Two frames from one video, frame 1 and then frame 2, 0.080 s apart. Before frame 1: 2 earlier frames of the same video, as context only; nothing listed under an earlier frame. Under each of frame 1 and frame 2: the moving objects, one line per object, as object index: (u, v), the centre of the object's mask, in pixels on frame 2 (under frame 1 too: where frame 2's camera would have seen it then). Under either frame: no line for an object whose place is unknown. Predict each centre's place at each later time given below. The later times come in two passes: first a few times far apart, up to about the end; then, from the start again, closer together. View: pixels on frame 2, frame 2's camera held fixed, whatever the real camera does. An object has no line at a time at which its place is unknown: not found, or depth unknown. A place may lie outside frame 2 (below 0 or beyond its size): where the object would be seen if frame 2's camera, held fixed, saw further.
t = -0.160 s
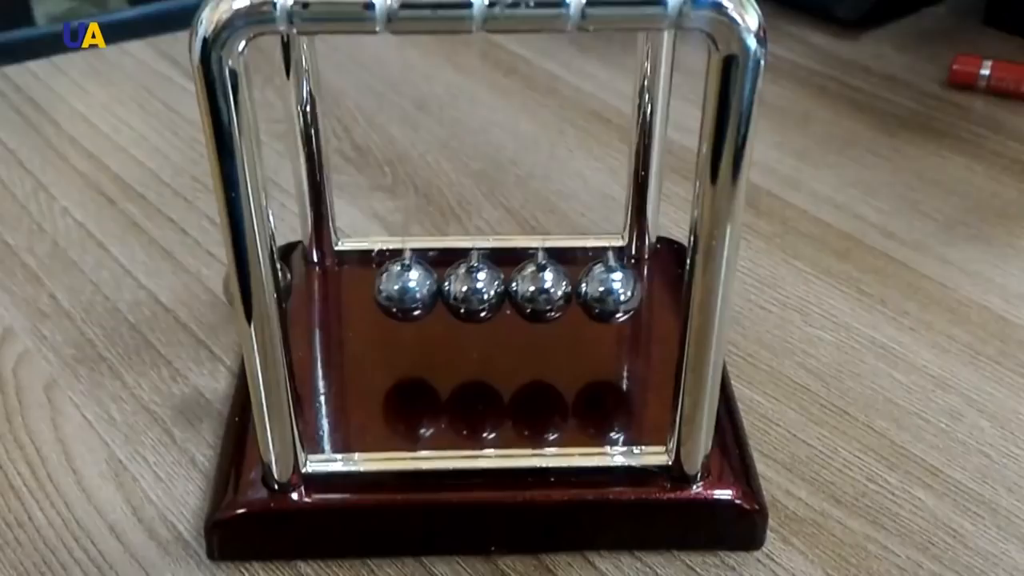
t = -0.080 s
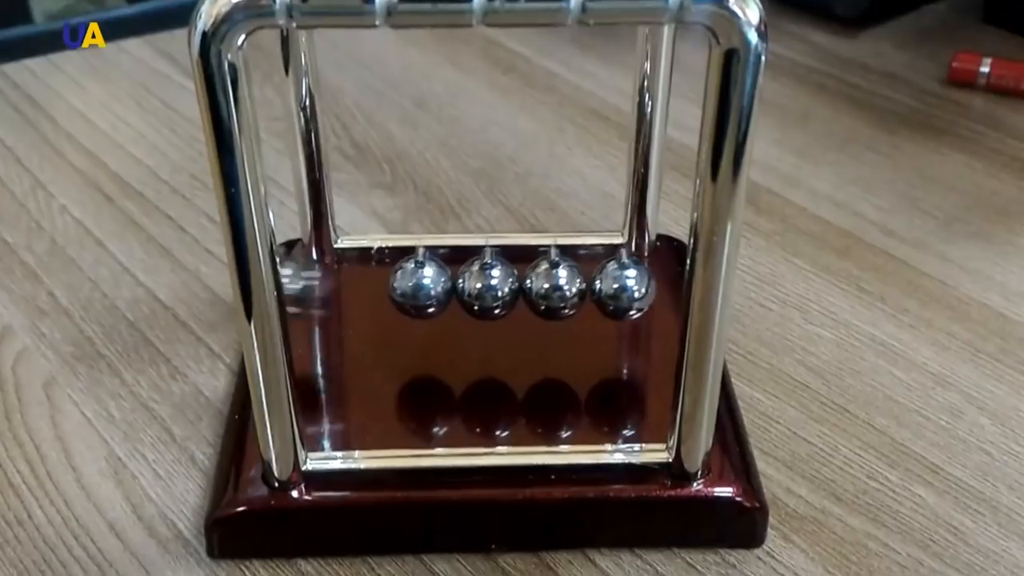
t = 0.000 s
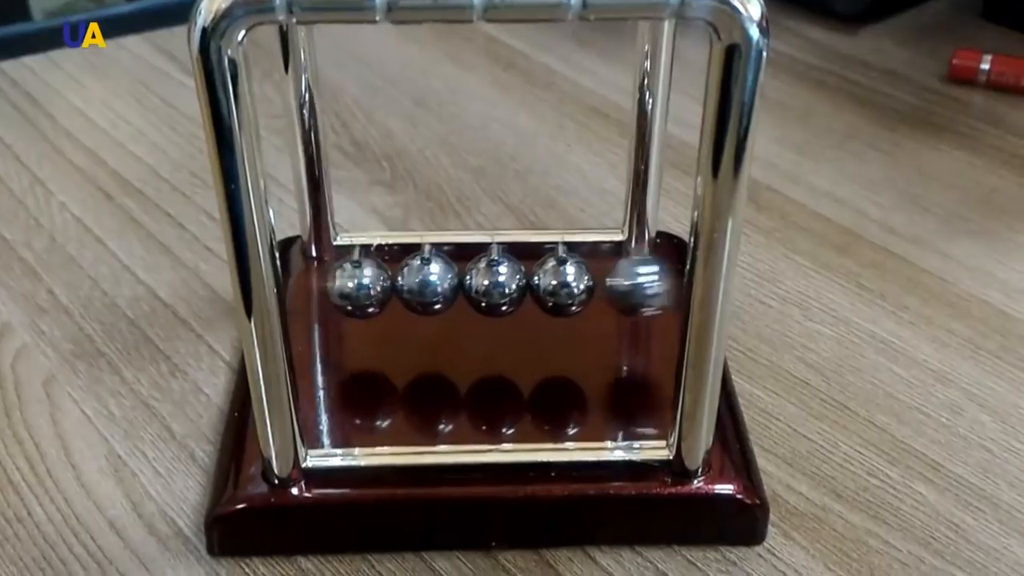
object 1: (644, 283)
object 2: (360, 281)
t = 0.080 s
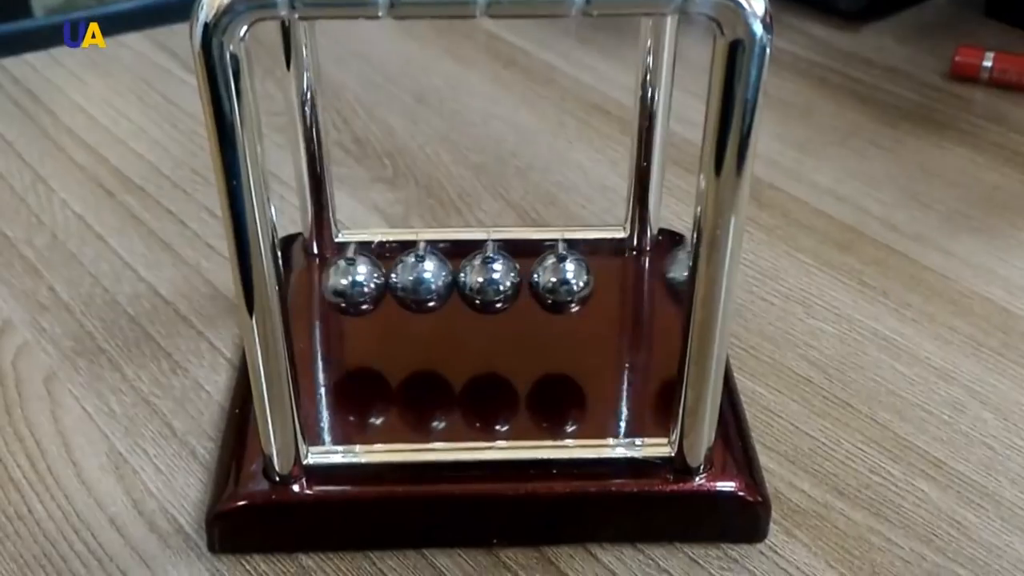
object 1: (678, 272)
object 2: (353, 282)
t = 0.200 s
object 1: (654, 279)
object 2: (333, 282)
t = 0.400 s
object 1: (619, 281)
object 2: (292, 271)
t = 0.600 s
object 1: (678, 268)
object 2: (354, 282)
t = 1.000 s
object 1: (630, 282)
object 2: (336, 282)
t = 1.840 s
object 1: (603, 280)
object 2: (309, 279)
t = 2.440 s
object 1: (616, 281)
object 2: (295, 271)
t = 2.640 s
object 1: (664, 276)
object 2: (356, 281)
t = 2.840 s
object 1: (606, 280)
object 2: (331, 282)
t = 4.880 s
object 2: (331, 282)
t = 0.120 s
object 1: (680, 267)
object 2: (347, 282)
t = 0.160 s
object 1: (670, 273)
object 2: (339, 282)
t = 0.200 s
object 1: (654, 279)
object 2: (333, 282)
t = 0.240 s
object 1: (615, 281)
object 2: (331, 282)
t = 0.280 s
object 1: (601, 281)
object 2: (311, 278)
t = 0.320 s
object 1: (605, 281)
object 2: (296, 270)
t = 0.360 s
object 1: (612, 281)
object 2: (286, 273)
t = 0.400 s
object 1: (619, 281)
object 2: (292, 271)
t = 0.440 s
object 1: (626, 281)
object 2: (301, 273)
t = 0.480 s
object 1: (629, 281)
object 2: (319, 280)
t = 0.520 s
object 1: (644, 281)
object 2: (358, 281)
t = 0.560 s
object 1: (665, 275)
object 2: (359, 281)
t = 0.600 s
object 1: (678, 268)
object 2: (354, 282)
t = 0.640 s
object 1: (678, 271)
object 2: (347, 282)
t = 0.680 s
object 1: (674, 274)
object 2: (339, 282)
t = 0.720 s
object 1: (647, 280)
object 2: (334, 281)
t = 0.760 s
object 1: (613, 283)
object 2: (331, 282)
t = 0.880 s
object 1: (614, 283)
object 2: (288, 273)
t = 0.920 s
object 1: (621, 283)
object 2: (294, 268)
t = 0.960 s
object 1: (627, 283)
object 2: (304, 273)
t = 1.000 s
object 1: (630, 282)
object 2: (336, 282)
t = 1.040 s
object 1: (640, 283)
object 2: (361, 281)
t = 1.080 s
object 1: (663, 279)
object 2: (358, 282)
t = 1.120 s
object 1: (675, 271)
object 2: (352, 282)
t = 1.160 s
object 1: (675, 271)
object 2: (346, 282)
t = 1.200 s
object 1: (668, 274)
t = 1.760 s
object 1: (645, 281)
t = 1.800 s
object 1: (612, 283)
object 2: (331, 282)
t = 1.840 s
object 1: (603, 280)
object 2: (309, 279)
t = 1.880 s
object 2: (297, 273)
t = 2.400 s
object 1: (610, 281)
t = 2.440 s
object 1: (616, 281)
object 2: (295, 271)
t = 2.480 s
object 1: (623, 281)
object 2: (298, 272)
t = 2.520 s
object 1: (628, 281)
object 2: (313, 278)
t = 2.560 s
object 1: (630, 281)
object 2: (339, 281)
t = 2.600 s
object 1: (647, 281)
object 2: (358, 281)
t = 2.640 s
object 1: (664, 276)
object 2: (356, 281)
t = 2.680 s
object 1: (670, 273)
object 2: (350, 282)
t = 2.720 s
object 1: (670, 273)
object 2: (343, 282)
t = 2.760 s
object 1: (660, 276)
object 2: (337, 282)
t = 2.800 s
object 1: (643, 281)
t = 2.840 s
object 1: (606, 280)
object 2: (331, 282)
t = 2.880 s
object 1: (604, 281)
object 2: (311, 277)
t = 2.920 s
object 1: (610, 281)
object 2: (300, 274)
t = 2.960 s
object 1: (616, 281)
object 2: (296, 276)
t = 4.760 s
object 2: (345, 282)
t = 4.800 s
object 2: (338, 282)
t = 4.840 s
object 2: (333, 282)
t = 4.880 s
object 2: (331, 282)
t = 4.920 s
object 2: (331, 282)
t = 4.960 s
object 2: (314, 279)
